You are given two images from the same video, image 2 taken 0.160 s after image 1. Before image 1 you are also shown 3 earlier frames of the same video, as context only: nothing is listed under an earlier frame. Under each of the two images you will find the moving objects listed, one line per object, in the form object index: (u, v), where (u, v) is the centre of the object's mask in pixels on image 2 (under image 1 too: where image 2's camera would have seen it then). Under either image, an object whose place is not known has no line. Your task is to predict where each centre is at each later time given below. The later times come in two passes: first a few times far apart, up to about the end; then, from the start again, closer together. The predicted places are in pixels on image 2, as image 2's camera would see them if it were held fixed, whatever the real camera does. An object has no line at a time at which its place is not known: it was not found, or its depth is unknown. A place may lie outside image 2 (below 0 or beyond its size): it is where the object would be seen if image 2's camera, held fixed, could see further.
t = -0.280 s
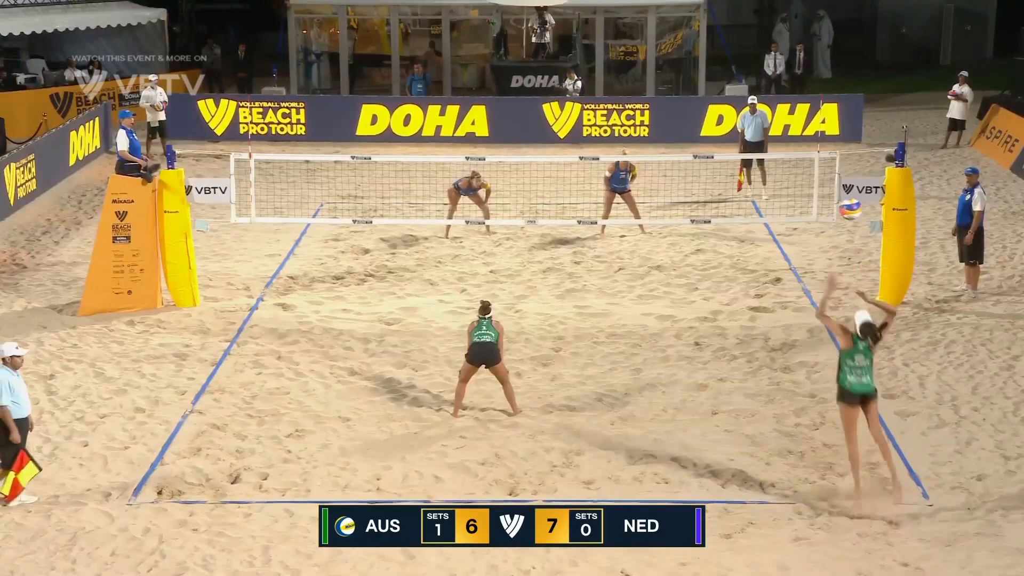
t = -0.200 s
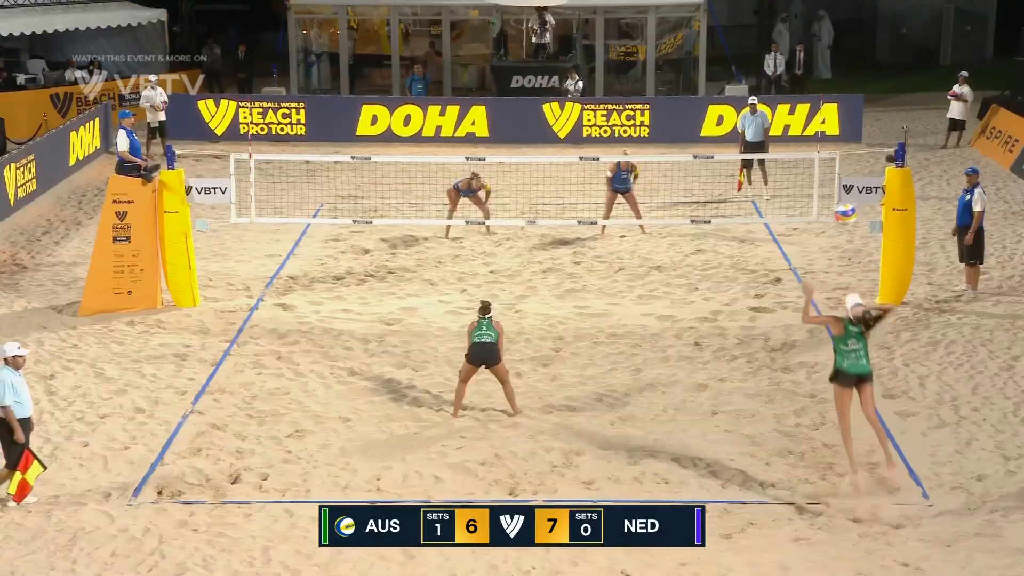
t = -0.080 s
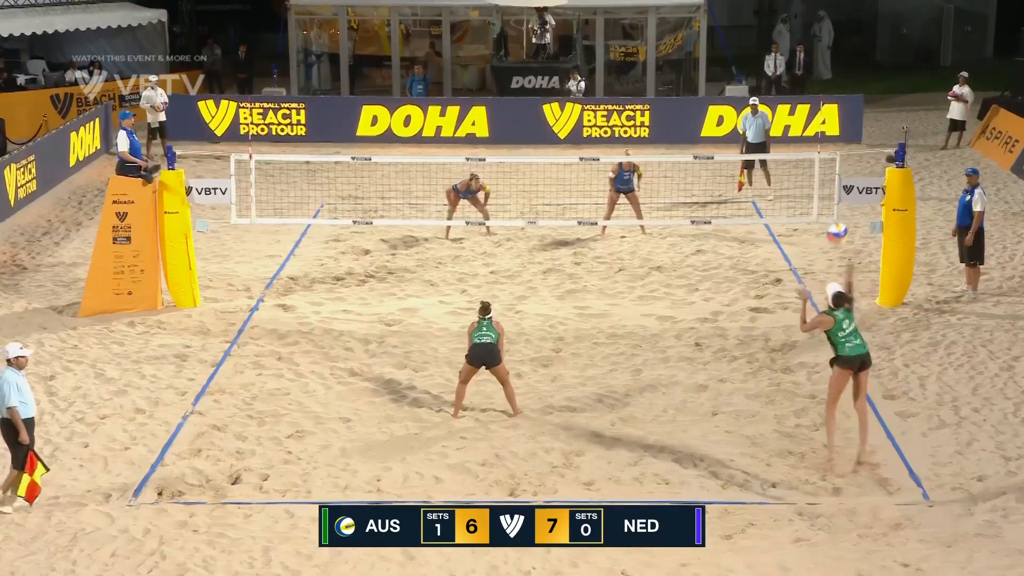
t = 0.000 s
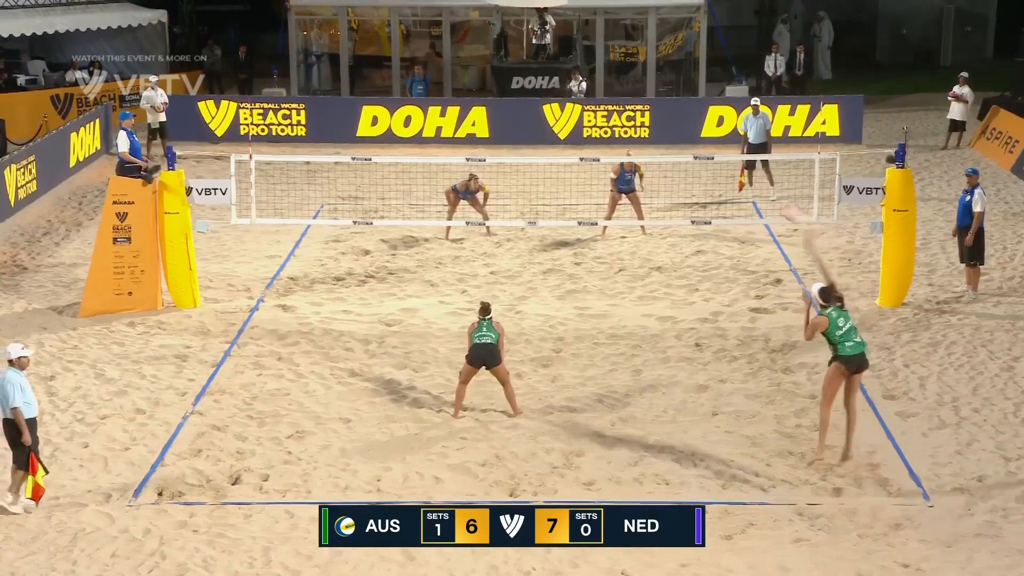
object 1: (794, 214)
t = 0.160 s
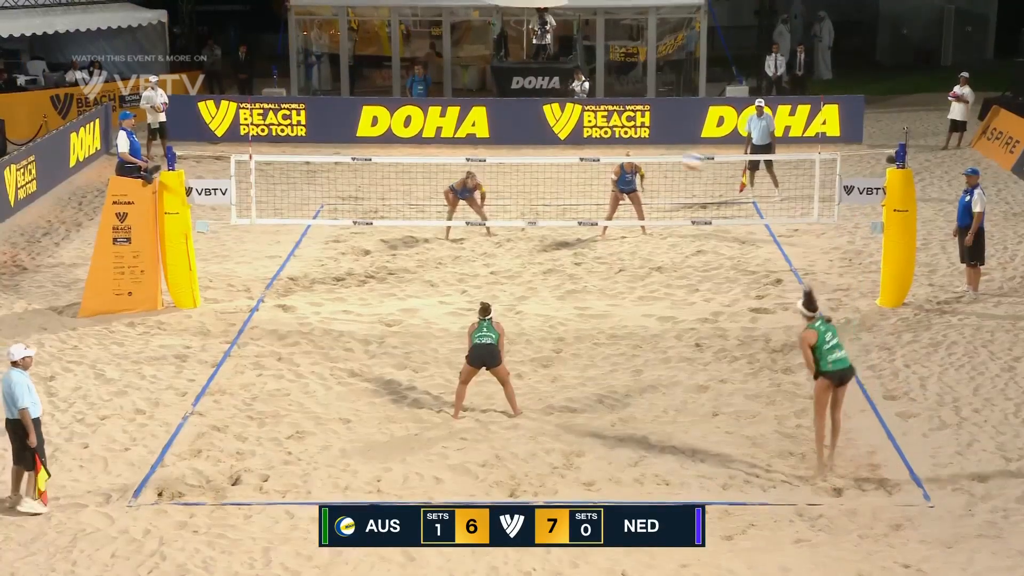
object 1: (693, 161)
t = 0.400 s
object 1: (576, 138)
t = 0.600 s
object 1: (503, 151)
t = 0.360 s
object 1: (593, 139)
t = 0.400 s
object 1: (576, 138)
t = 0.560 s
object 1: (516, 146)
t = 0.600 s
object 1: (503, 151)
